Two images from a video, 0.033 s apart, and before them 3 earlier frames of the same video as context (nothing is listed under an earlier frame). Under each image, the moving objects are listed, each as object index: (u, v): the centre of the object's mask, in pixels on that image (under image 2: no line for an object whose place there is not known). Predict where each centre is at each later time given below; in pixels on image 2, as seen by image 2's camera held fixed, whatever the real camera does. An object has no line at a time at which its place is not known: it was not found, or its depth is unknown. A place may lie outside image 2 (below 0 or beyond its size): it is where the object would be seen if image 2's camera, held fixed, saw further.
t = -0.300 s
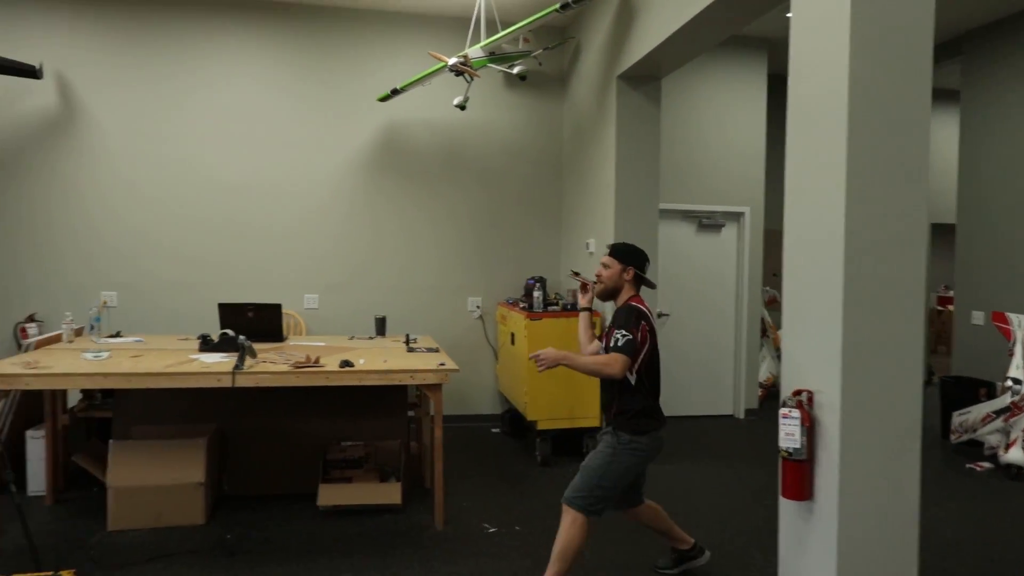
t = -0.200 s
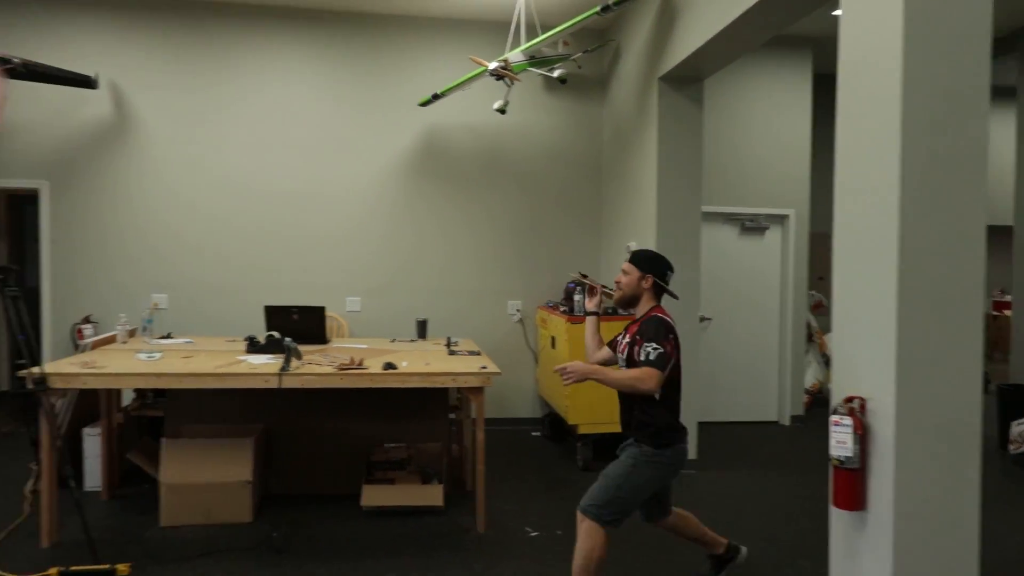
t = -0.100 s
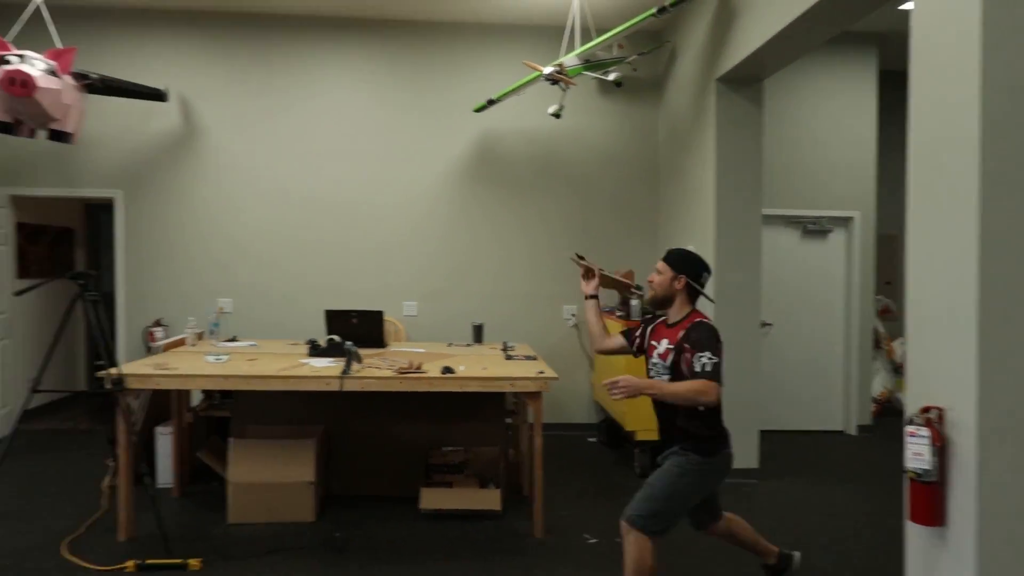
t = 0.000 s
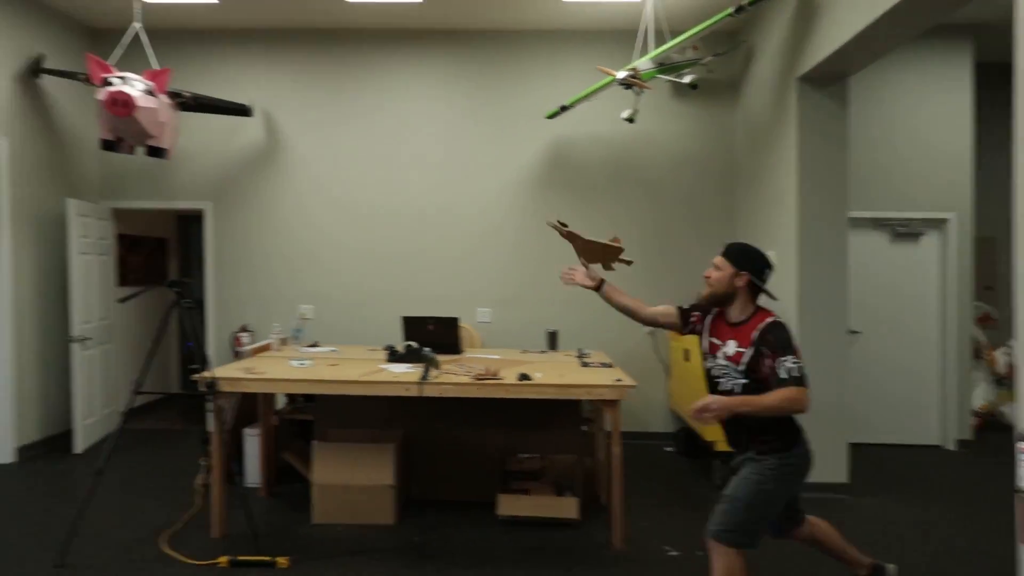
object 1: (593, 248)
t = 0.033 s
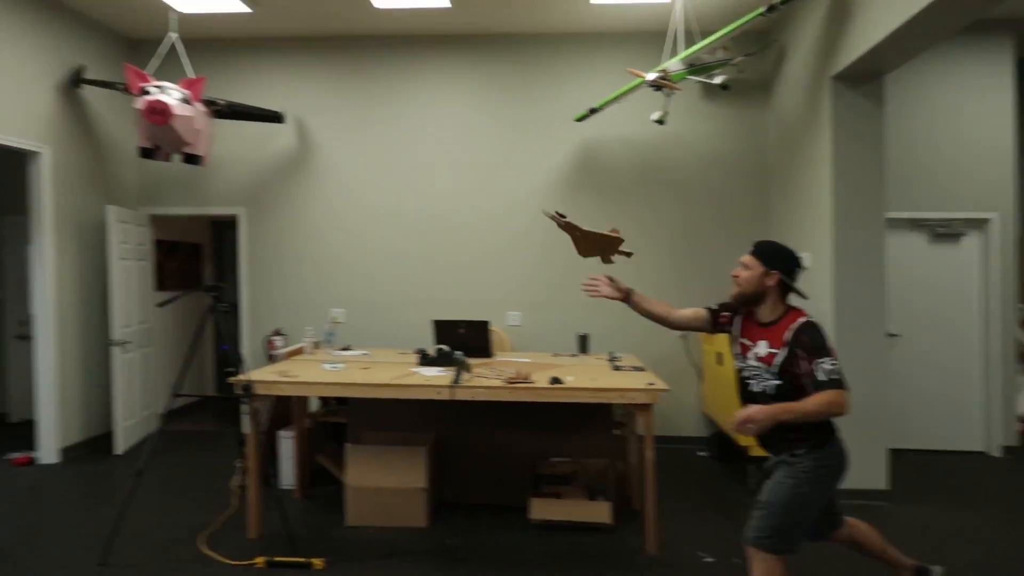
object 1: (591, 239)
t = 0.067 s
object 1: (559, 228)
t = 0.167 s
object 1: (469, 200)
